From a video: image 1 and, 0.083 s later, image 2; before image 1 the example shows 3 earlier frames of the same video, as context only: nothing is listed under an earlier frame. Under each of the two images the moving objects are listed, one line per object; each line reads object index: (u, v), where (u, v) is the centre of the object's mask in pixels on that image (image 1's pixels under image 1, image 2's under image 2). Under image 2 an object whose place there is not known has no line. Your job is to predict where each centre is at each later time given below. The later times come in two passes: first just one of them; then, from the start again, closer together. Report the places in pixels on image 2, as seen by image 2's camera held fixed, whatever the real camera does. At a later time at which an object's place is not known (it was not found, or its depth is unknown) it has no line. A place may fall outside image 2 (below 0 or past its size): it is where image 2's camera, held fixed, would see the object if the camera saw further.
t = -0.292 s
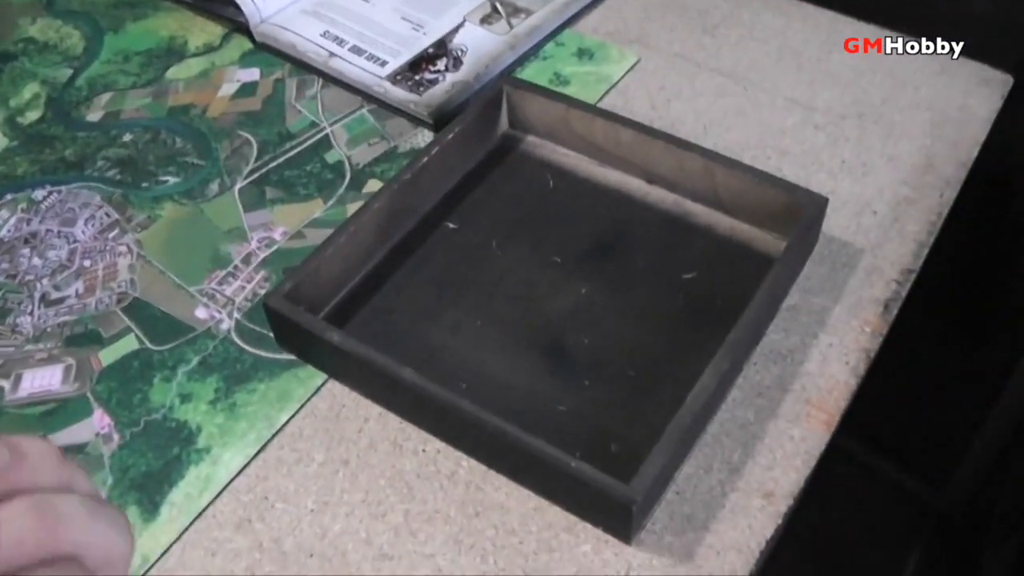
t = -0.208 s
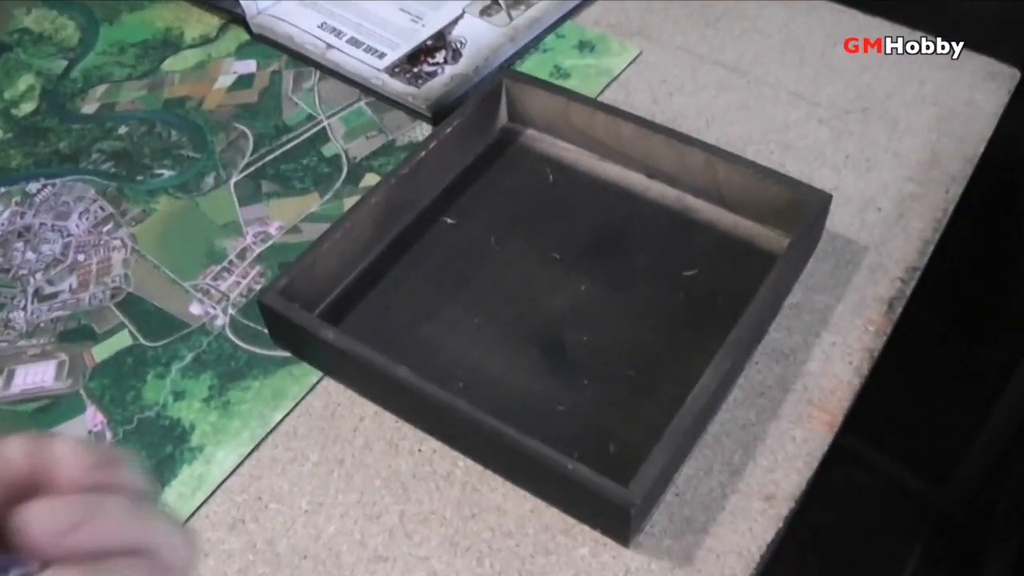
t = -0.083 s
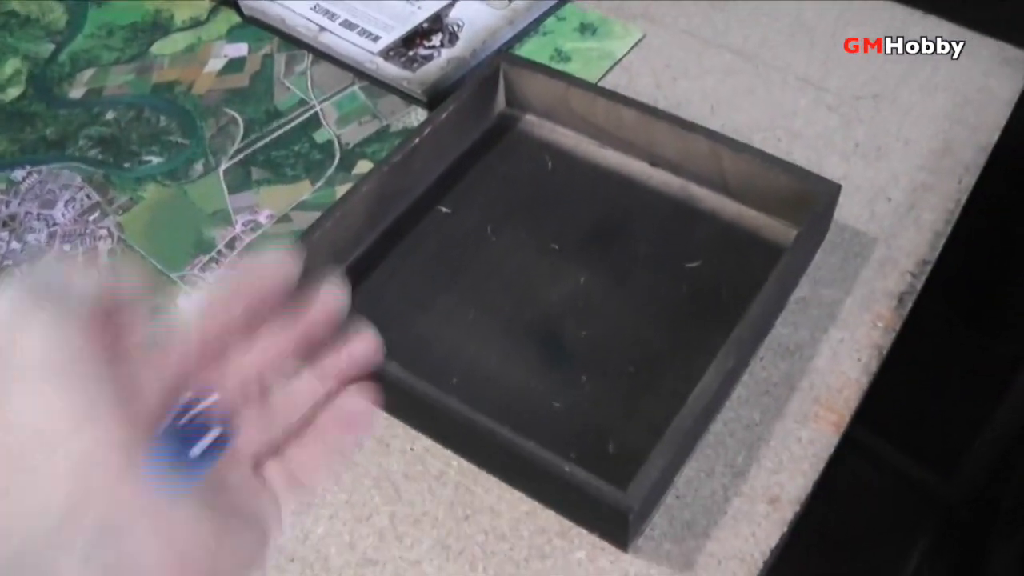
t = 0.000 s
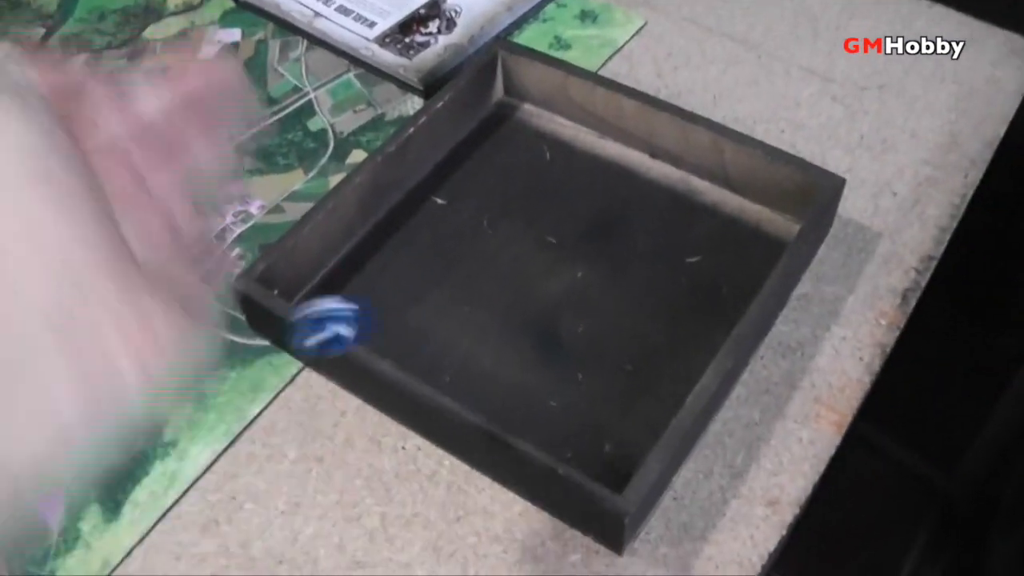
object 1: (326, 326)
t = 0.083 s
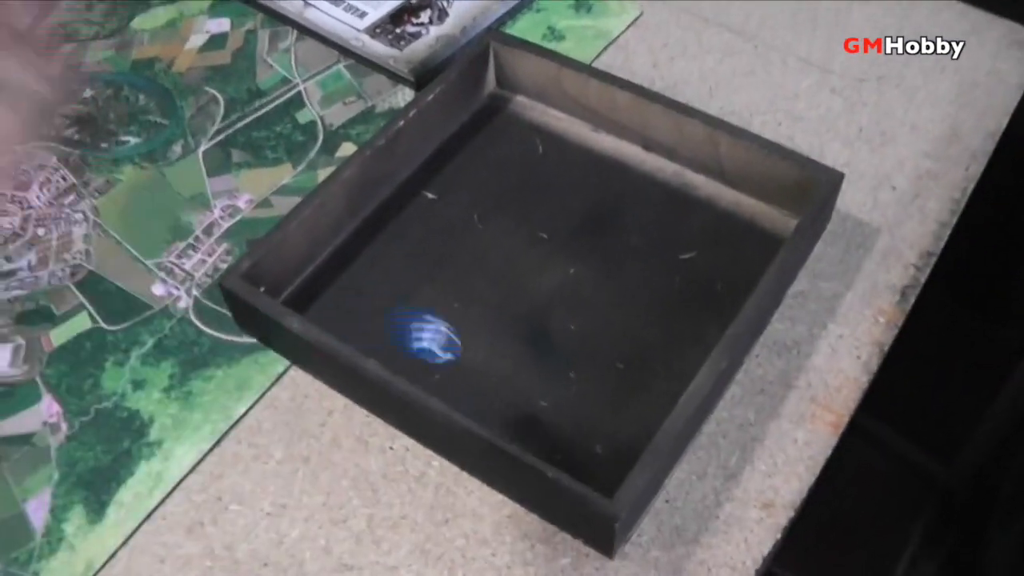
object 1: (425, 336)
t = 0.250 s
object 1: (580, 259)
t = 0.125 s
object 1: (465, 353)
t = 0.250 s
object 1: (580, 259)
